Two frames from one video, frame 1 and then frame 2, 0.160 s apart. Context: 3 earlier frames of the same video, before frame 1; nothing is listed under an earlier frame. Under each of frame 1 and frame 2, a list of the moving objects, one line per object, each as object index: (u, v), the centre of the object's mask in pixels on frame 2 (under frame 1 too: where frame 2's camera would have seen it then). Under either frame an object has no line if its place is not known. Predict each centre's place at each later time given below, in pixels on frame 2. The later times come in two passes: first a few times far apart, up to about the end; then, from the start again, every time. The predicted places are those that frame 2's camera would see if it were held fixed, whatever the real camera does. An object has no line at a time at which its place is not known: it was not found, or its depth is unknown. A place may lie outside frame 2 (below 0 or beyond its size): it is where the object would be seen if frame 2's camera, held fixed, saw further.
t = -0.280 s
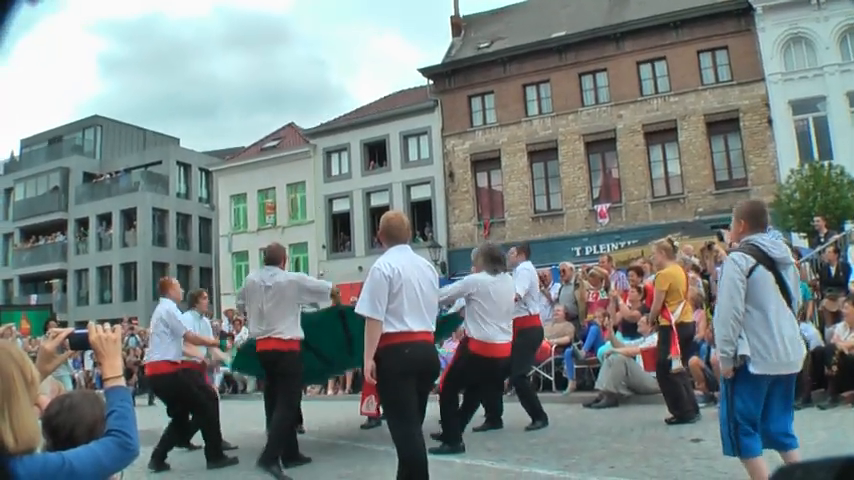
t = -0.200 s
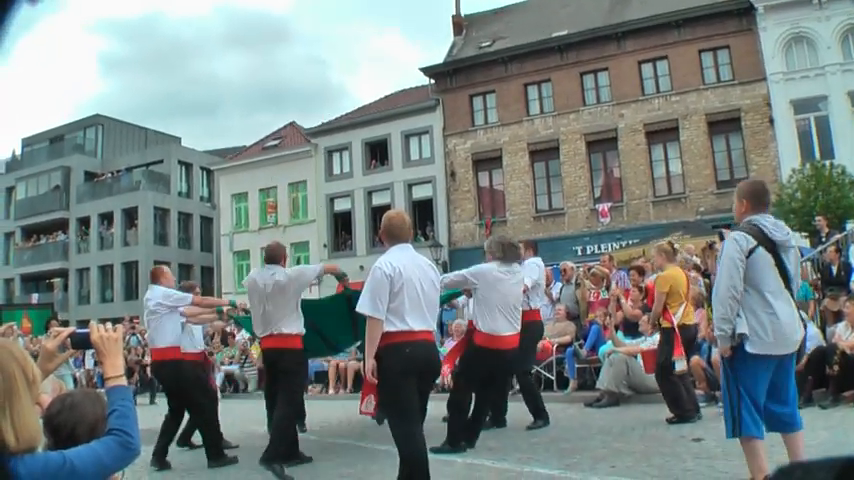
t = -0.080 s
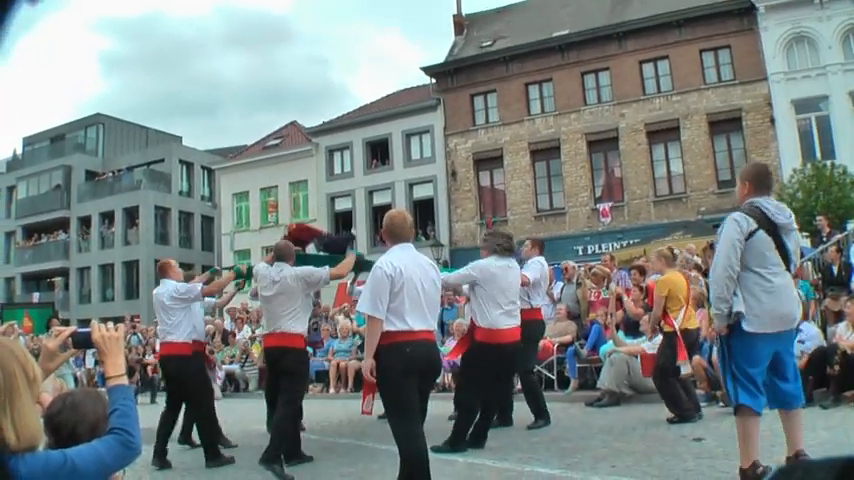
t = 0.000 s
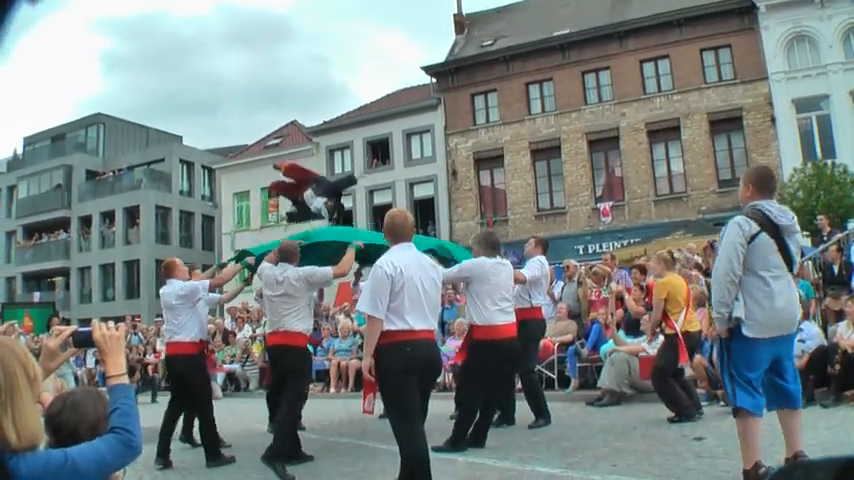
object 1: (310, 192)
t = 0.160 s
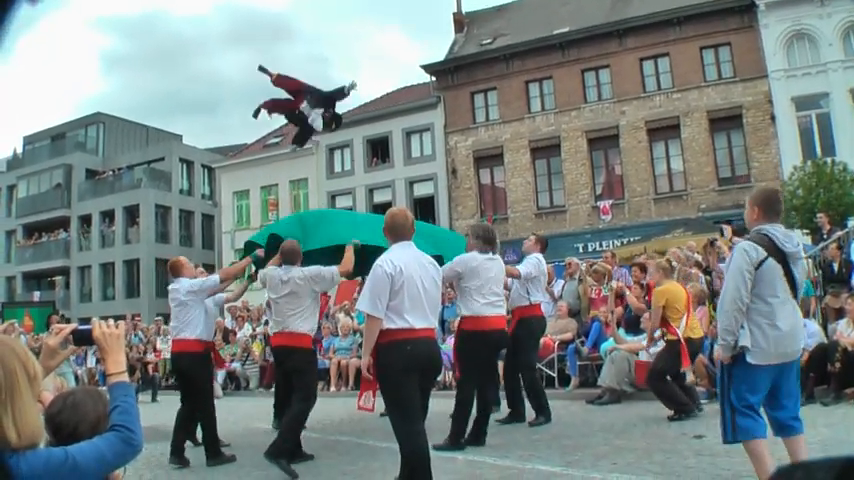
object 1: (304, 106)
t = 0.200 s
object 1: (303, 89)
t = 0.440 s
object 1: (299, 25)
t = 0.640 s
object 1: (297, 16)
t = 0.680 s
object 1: (296, 17)
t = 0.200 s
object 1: (303, 89)
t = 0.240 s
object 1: (302, 74)
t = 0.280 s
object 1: (301, 61)
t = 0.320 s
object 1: (300, 49)
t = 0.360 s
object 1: (299, 39)
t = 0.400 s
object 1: (299, 31)
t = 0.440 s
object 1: (299, 25)
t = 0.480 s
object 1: (299, 22)
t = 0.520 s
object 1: (298, 20)
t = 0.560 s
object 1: (297, 18)
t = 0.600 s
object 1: (297, 17)
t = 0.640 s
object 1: (297, 16)
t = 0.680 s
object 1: (296, 17)
